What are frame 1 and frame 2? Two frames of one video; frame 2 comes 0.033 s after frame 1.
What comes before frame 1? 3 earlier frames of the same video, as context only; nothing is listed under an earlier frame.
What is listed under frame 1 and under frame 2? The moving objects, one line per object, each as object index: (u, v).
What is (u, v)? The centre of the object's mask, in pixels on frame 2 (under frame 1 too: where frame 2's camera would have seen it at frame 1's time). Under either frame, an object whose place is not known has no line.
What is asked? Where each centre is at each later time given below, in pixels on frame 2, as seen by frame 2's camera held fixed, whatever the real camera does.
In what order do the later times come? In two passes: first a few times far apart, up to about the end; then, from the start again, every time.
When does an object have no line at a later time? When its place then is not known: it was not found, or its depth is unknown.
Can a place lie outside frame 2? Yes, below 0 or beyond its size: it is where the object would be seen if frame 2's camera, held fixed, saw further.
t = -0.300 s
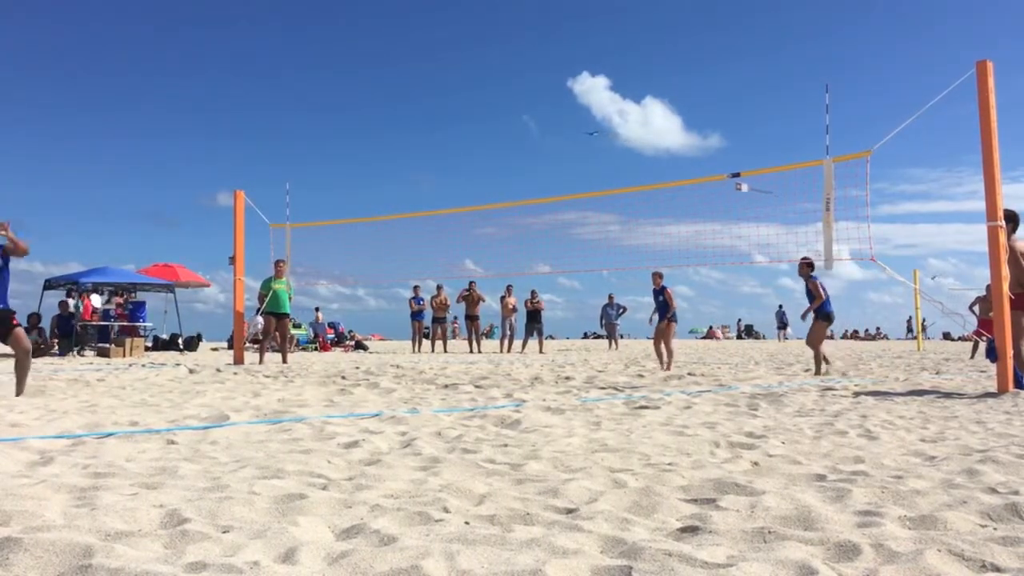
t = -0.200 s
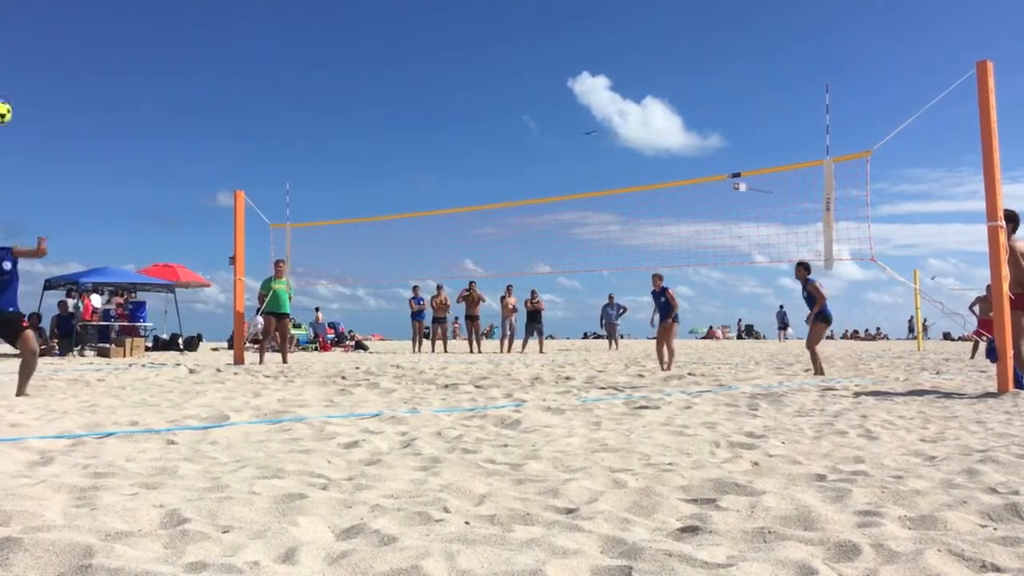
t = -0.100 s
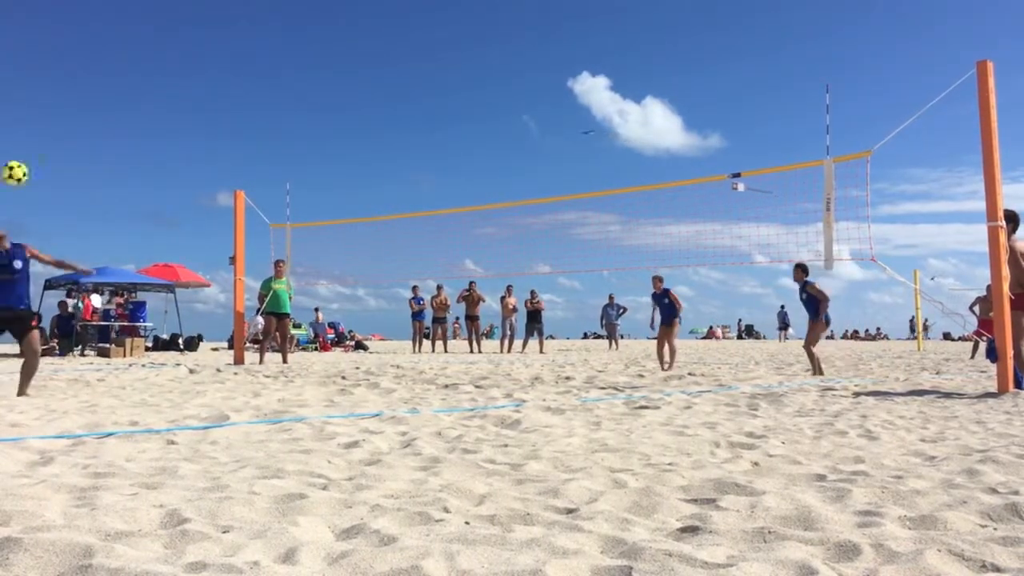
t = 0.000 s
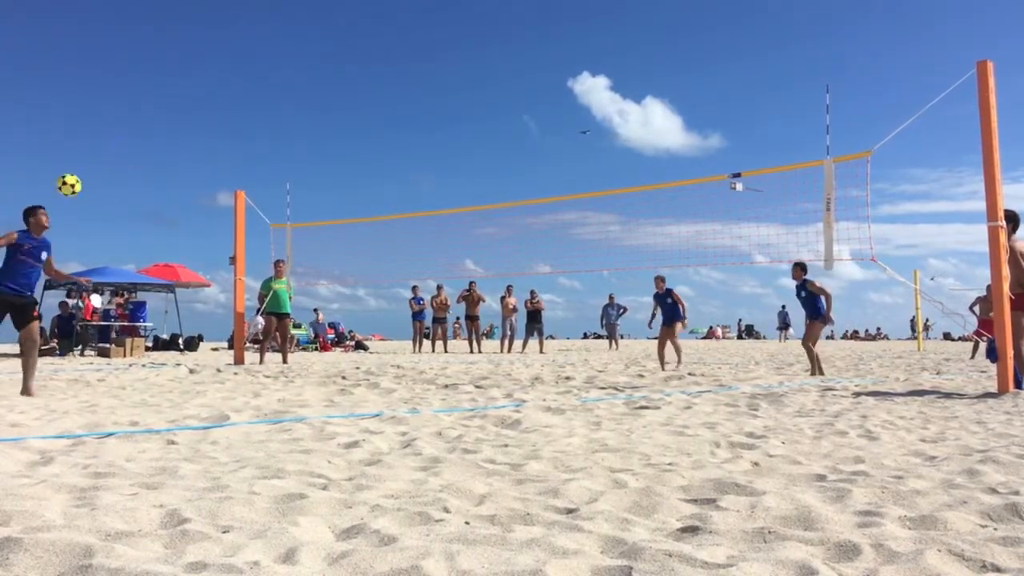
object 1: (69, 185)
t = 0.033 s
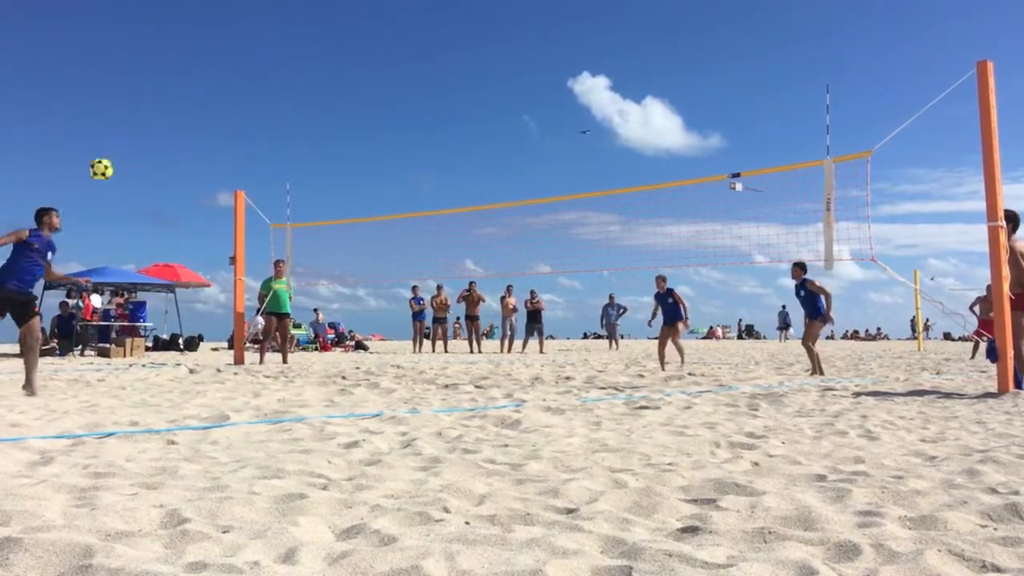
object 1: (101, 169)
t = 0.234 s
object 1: (268, 109)
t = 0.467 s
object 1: (423, 95)
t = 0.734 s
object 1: (566, 130)
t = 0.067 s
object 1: (132, 155)
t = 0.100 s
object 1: (161, 143)
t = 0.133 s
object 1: (189, 132)
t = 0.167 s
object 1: (217, 123)
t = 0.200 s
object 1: (243, 115)
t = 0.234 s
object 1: (268, 109)
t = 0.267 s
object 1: (293, 104)
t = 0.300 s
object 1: (317, 100)
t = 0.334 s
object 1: (339, 97)
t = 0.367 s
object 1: (361, 95)
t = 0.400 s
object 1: (382, 94)
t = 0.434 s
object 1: (403, 94)
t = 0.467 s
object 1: (423, 95)
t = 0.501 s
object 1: (443, 97)
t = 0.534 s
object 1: (462, 99)
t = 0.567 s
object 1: (481, 103)
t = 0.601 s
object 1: (499, 107)
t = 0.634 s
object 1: (516, 112)
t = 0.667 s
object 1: (533, 117)
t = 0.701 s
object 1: (550, 123)
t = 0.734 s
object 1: (566, 130)
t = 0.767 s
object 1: (582, 137)
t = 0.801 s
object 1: (597, 145)
